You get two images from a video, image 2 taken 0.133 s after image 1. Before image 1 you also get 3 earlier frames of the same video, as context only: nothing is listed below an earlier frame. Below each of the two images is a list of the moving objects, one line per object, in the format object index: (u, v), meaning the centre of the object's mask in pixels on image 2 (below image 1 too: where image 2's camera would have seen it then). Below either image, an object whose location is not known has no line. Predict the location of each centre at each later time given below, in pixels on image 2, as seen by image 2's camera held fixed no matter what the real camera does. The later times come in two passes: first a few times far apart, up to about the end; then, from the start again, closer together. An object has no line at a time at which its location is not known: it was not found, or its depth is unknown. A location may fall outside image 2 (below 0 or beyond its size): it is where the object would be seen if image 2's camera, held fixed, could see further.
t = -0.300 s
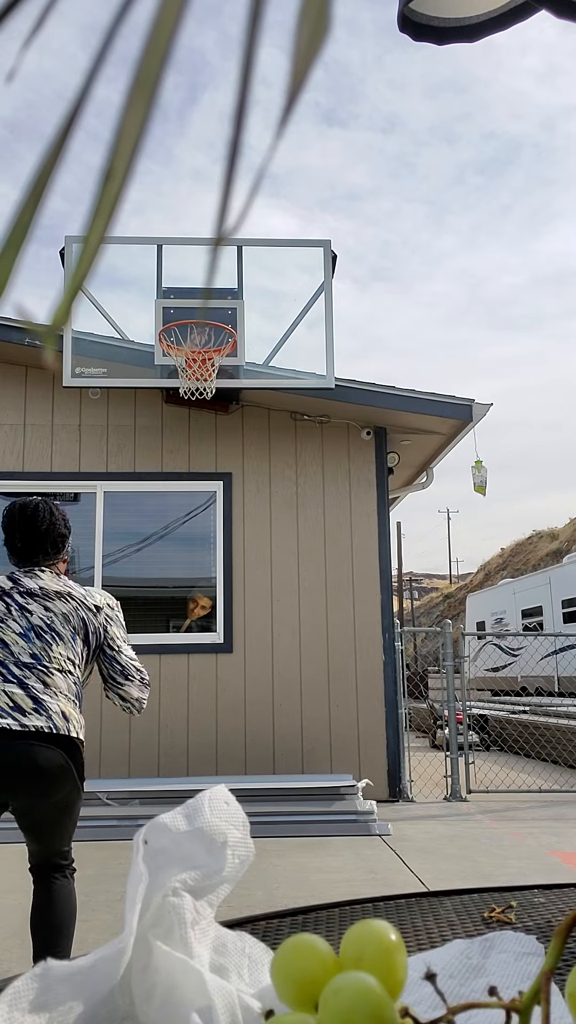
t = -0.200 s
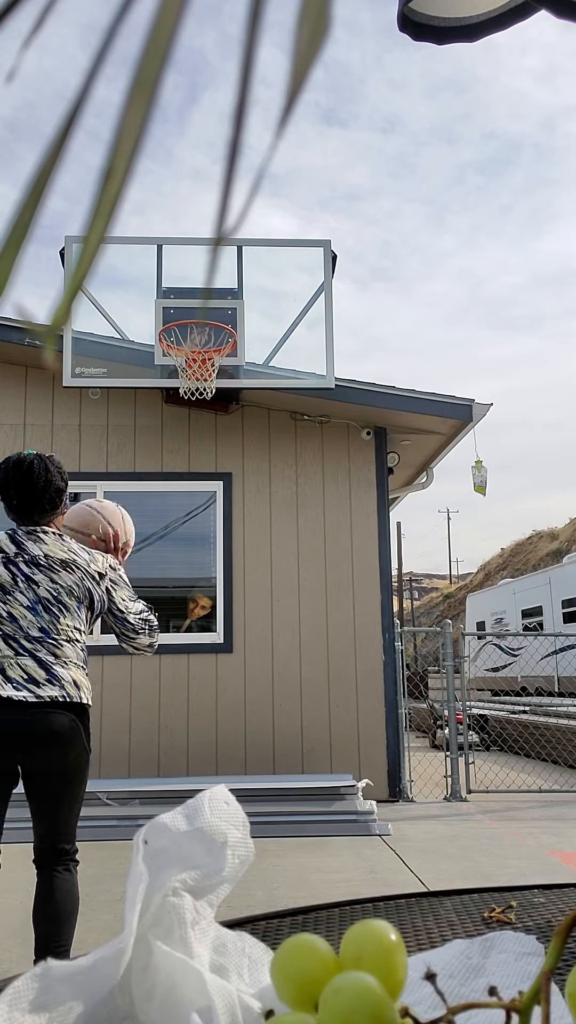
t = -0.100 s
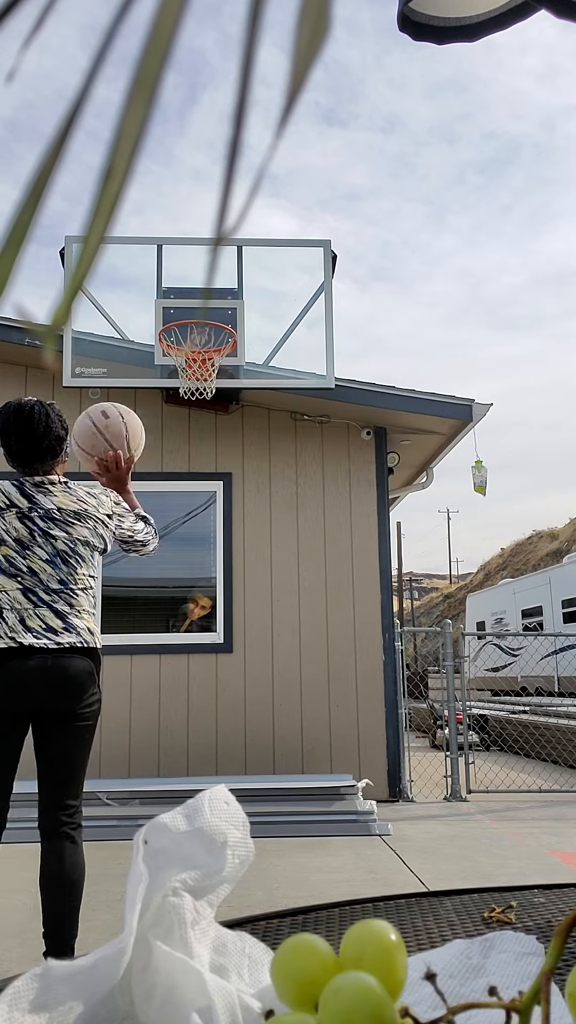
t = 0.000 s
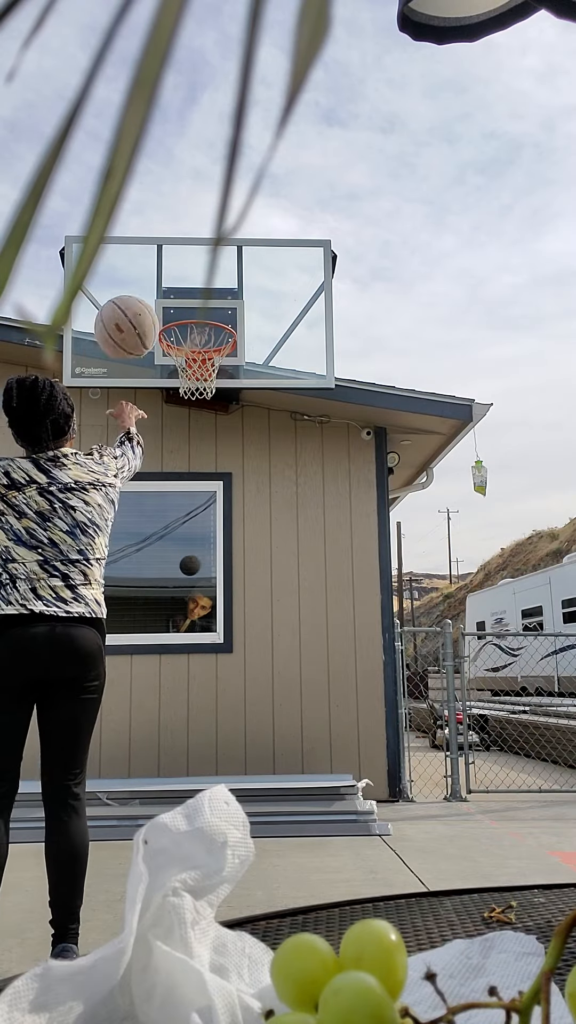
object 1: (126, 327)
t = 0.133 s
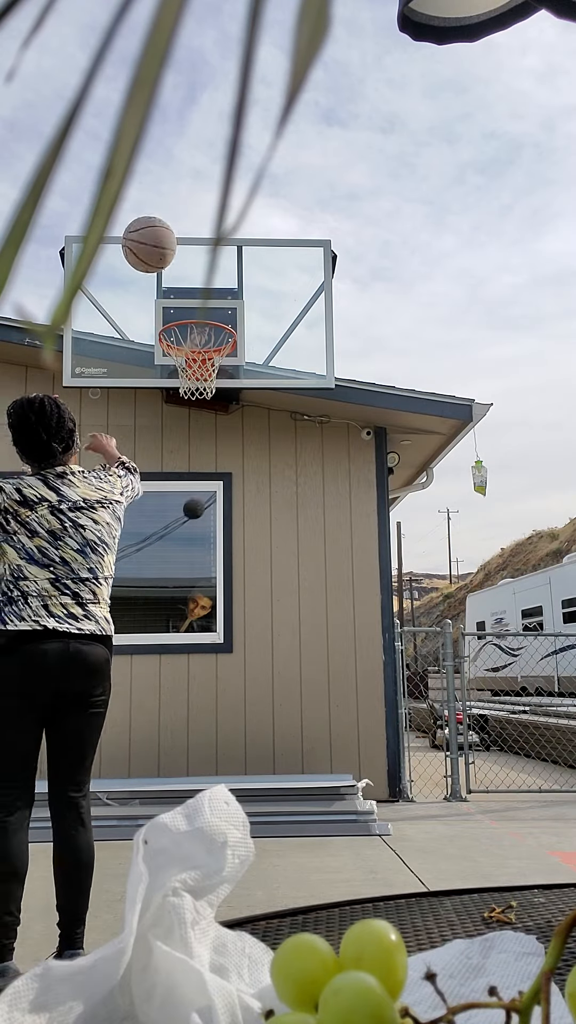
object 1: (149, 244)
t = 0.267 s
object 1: (166, 215)
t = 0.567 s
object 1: (190, 265)
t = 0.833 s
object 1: (191, 338)
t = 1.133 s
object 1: (200, 414)
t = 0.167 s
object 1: (154, 233)
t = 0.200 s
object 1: (158, 224)
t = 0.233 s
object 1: (162, 218)
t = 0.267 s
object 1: (166, 215)
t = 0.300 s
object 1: (169, 214)
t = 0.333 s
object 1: (173, 215)
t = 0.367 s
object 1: (176, 217)
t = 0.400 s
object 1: (179, 221)
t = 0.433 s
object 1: (182, 227)
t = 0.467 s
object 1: (184, 235)
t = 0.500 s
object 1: (187, 244)
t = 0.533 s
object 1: (189, 254)
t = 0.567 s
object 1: (190, 265)
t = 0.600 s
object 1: (194, 278)
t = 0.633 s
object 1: (196, 292)
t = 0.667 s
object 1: (198, 305)
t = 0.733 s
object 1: (202, 339)
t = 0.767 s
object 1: (199, 337)
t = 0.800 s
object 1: (194, 336)
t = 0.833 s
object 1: (191, 338)
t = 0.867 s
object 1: (190, 345)
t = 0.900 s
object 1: (191, 356)
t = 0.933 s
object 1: (192, 376)
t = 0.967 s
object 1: (193, 383)
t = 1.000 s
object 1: (194, 386)
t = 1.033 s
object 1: (196, 391)
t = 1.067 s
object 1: (197, 398)
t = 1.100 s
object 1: (198, 404)
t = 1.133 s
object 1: (200, 414)
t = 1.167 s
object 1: (201, 424)
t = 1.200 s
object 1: (202, 435)
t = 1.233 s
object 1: (203, 450)
